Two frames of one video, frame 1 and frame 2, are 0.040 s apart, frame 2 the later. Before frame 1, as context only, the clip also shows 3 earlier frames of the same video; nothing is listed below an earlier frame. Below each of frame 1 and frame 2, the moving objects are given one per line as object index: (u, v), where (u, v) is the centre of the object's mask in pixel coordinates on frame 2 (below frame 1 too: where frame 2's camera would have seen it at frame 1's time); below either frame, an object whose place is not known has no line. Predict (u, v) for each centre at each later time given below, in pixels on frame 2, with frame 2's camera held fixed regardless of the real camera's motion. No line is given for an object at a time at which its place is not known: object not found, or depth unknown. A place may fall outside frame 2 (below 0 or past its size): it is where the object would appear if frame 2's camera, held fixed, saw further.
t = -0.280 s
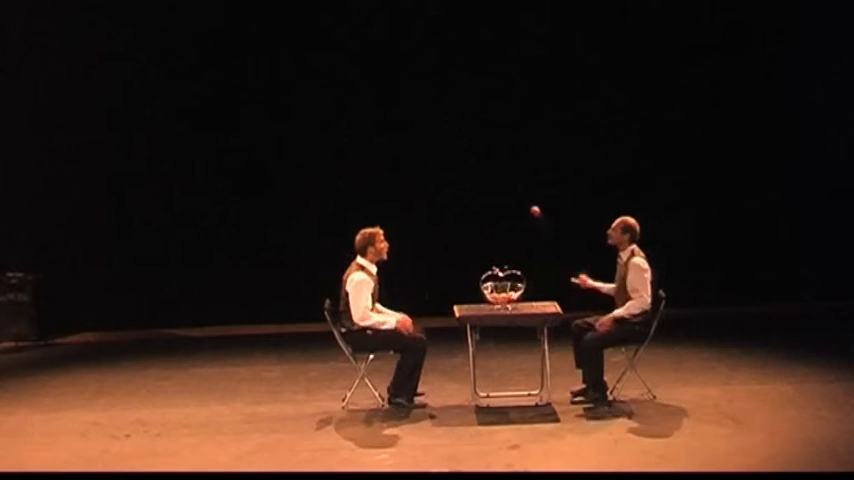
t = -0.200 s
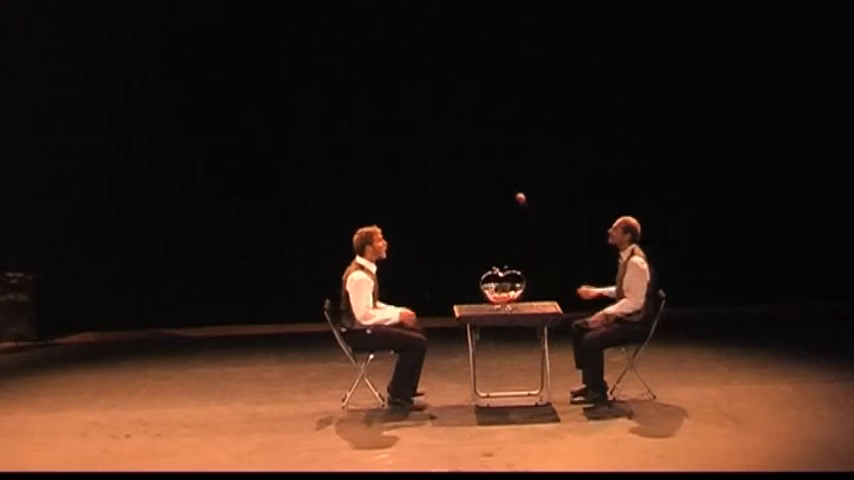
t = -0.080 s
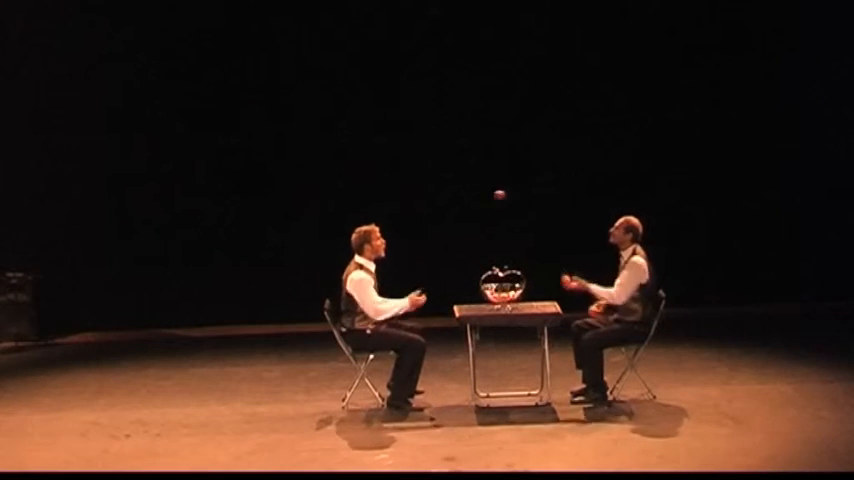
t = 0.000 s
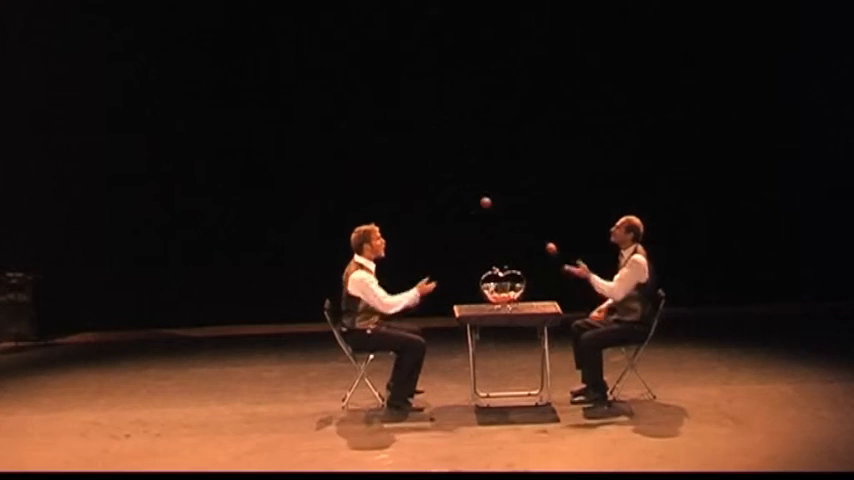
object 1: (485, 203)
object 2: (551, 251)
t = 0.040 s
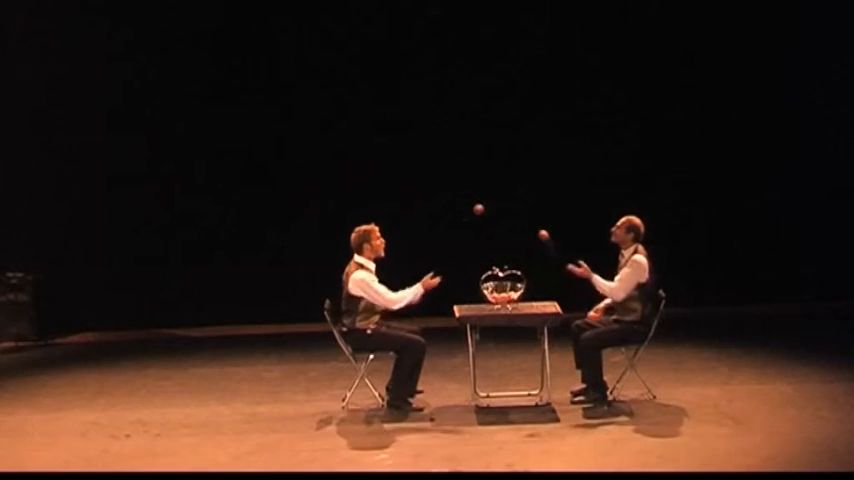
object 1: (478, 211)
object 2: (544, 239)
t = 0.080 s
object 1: (471, 219)
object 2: (537, 228)
